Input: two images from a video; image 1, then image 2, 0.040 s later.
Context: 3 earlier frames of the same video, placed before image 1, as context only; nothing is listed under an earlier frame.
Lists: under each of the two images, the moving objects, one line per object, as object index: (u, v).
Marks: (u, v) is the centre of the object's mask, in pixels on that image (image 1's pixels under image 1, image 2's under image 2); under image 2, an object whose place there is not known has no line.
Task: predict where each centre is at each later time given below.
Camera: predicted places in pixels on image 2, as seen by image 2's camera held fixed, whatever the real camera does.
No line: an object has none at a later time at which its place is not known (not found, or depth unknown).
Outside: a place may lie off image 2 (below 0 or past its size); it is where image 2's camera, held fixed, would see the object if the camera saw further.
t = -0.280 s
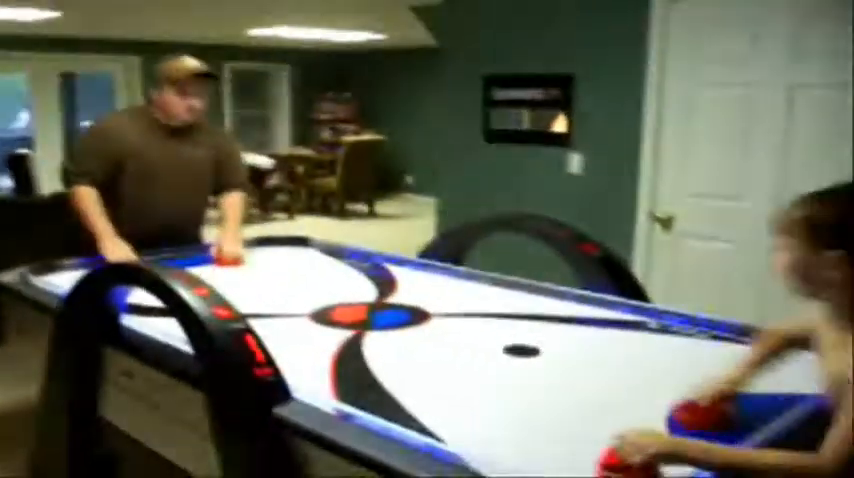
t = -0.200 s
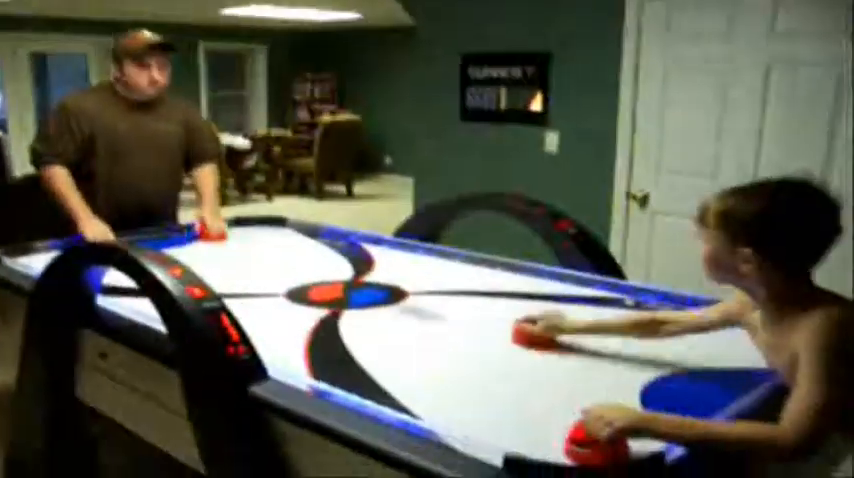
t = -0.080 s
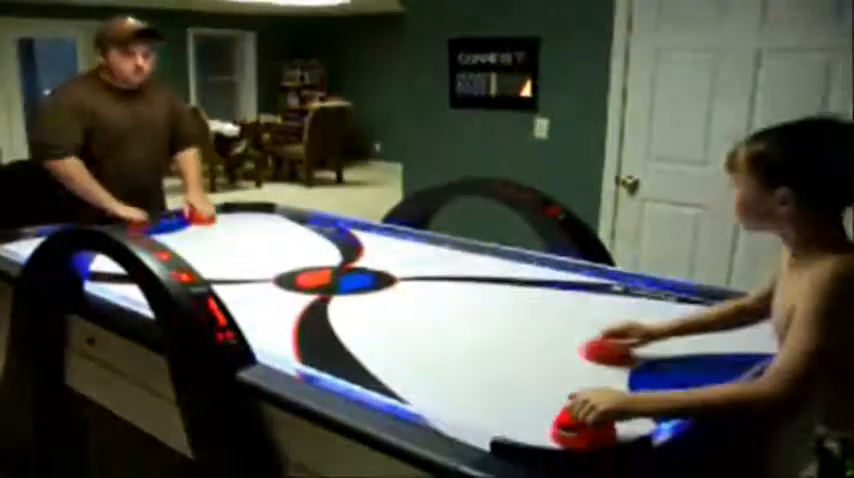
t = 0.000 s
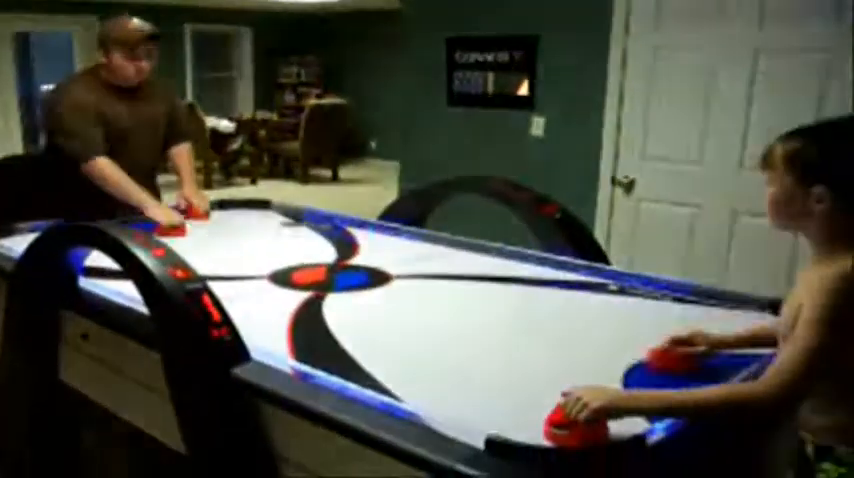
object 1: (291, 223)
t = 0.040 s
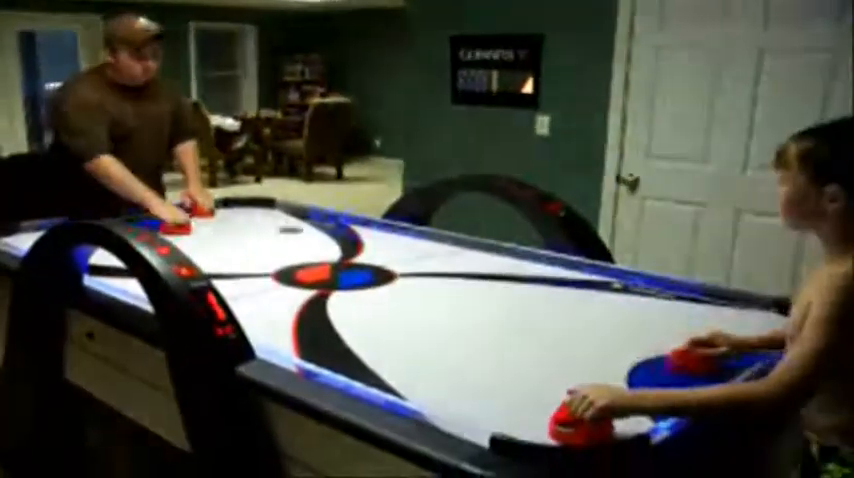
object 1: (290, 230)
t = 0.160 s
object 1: (251, 275)
